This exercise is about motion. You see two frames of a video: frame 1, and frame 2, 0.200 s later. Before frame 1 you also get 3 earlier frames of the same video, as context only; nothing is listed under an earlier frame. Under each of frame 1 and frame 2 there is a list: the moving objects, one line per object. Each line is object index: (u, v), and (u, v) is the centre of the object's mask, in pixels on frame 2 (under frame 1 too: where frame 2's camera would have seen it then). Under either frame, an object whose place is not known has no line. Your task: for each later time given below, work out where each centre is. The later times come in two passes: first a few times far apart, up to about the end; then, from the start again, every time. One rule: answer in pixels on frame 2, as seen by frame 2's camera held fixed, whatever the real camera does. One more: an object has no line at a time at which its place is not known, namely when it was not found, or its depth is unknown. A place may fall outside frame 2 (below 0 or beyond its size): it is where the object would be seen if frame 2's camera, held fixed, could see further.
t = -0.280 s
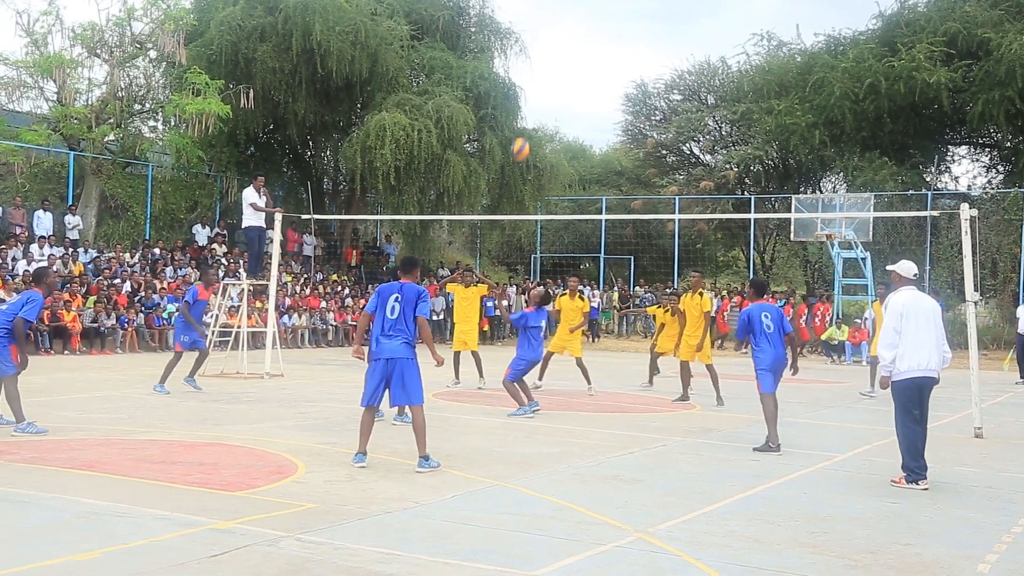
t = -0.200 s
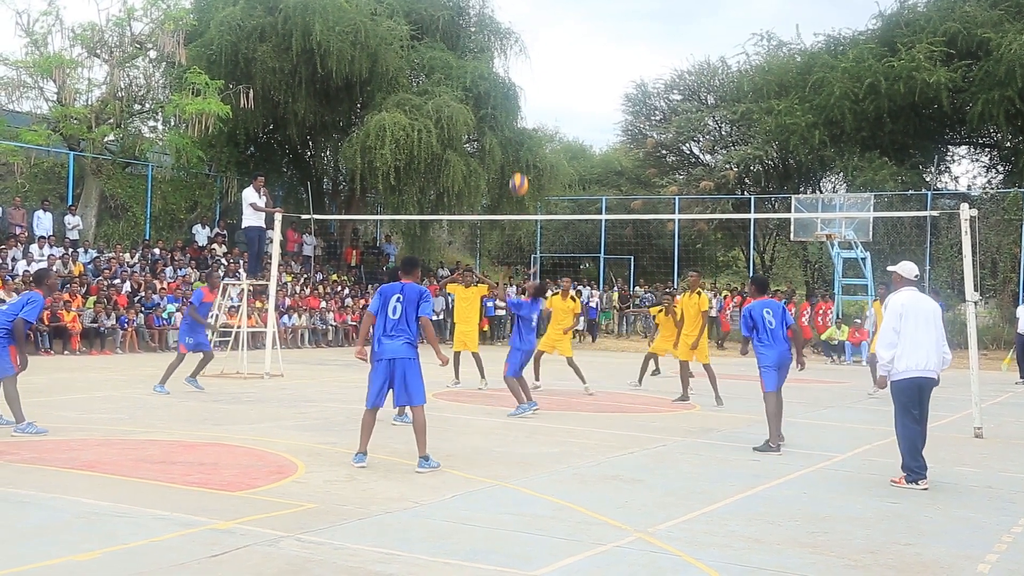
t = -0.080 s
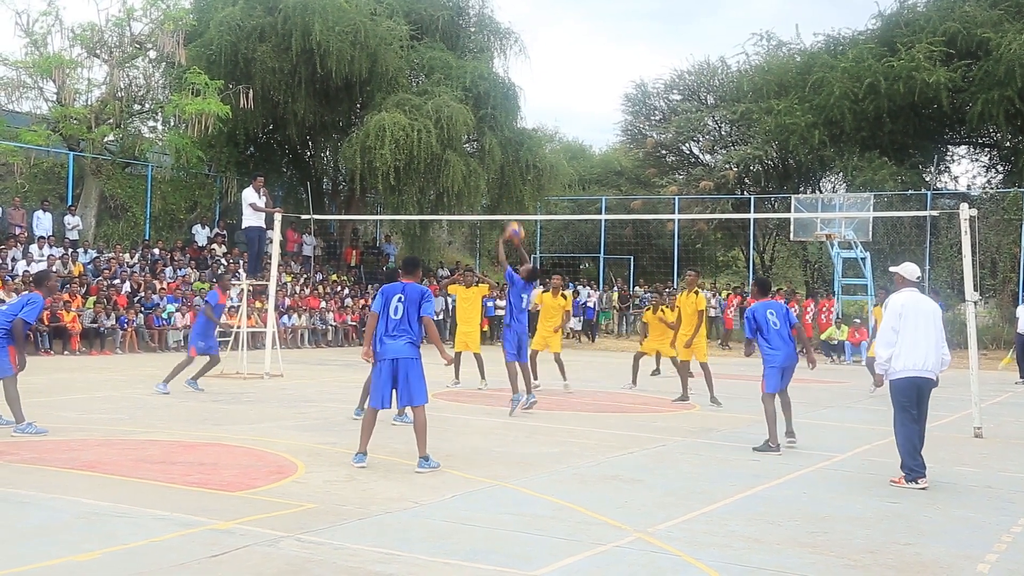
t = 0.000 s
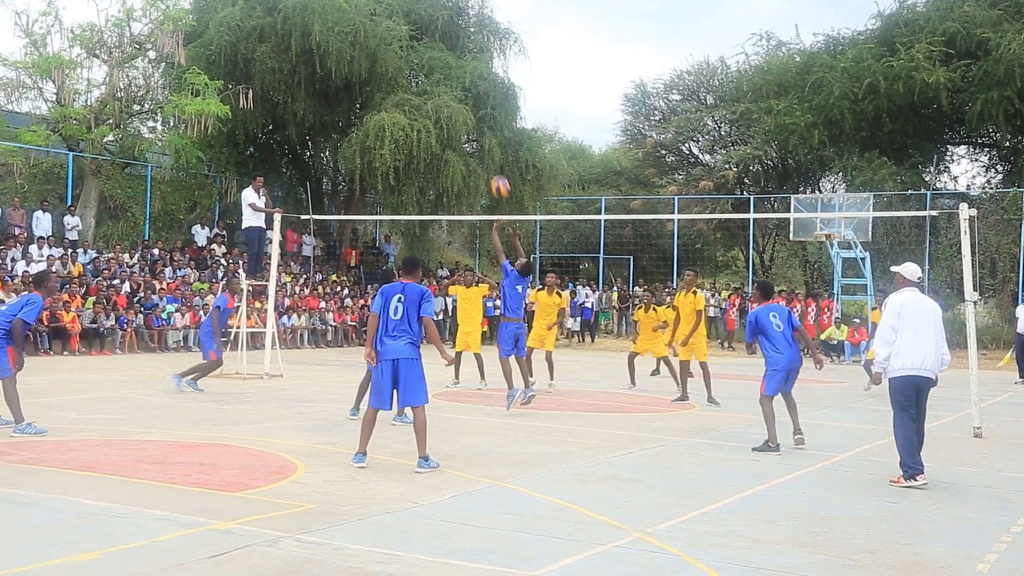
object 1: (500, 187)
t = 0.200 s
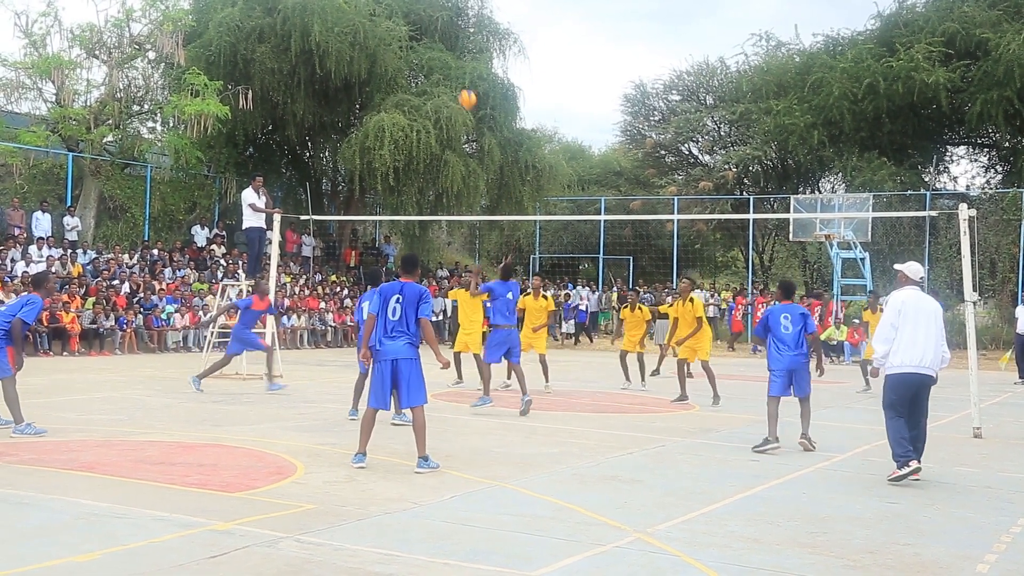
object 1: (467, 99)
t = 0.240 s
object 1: (461, 86)
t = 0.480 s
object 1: (427, 41)
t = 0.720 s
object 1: (395, 42)
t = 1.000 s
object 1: (361, 92)
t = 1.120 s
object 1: (349, 127)
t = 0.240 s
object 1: (461, 86)
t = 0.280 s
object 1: (455, 75)
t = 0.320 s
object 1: (450, 66)
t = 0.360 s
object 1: (444, 57)
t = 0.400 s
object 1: (438, 50)
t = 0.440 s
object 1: (433, 44)
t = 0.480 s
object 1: (427, 41)
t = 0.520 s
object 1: (421, 38)
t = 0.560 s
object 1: (416, 37)
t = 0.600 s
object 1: (411, 36)
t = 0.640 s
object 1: (405, 37)
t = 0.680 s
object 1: (400, 39)
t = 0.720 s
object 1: (395, 42)
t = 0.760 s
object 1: (390, 46)
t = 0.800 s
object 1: (385, 50)
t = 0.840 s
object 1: (380, 57)
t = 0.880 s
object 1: (375, 64)
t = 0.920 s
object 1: (370, 72)
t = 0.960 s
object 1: (366, 82)
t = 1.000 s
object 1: (361, 92)
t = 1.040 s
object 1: (357, 102)
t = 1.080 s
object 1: (352, 114)
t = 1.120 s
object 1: (349, 127)
